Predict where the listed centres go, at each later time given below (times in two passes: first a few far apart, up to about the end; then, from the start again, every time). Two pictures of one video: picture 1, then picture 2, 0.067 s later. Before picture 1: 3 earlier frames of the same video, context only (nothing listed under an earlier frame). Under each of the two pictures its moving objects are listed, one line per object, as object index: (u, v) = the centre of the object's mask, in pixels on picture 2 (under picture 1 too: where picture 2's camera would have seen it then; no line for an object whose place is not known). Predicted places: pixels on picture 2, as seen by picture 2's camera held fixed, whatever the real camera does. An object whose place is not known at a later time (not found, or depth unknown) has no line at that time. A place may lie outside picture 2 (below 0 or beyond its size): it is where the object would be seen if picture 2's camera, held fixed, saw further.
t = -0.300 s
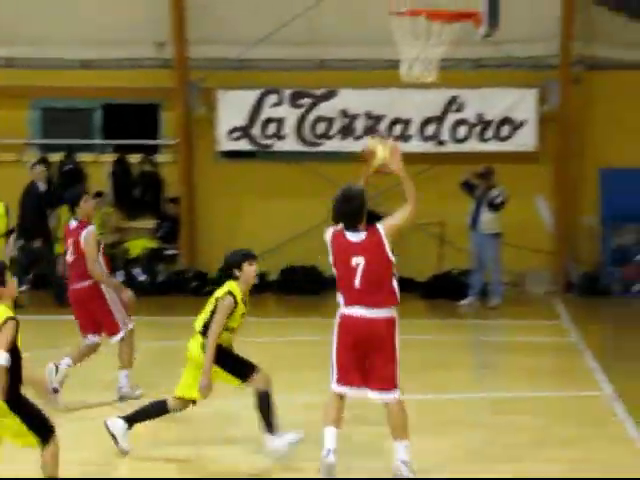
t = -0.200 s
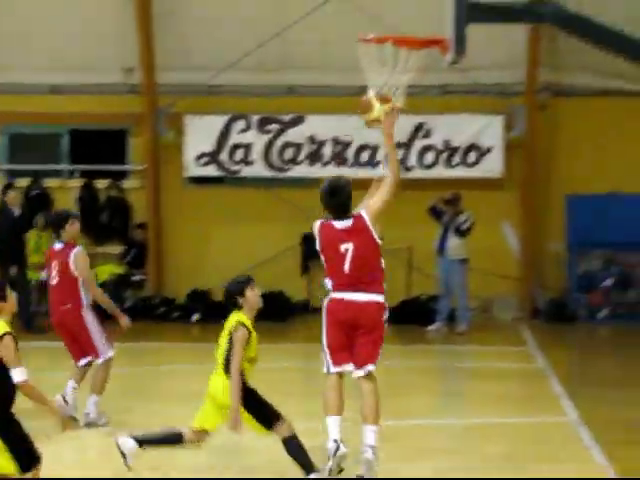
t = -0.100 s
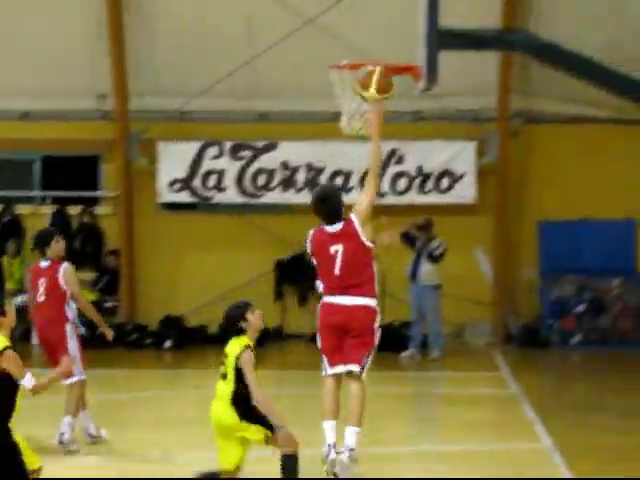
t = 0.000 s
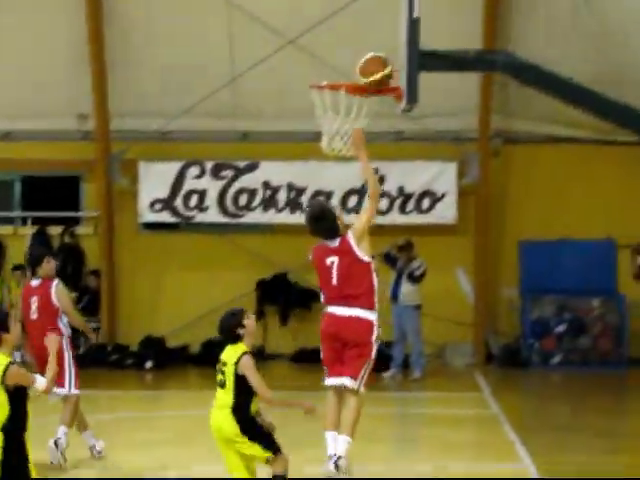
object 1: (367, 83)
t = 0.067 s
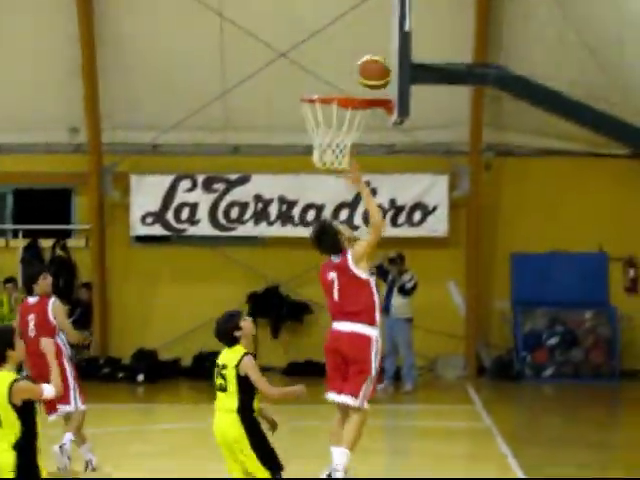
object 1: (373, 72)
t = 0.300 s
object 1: (344, 76)
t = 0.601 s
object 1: (323, 136)
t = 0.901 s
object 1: (343, 211)
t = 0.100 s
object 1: (370, 67)
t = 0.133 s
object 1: (365, 65)
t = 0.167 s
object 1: (360, 63)
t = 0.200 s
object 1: (357, 65)
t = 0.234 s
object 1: (352, 68)
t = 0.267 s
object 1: (348, 71)
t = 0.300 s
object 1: (344, 76)
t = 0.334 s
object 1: (340, 81)
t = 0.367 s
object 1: (336, 88)
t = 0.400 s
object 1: (332, 98)
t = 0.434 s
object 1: (329, 105)
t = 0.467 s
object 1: (327, 114)
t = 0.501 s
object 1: (324, 119)
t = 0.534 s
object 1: (321, 129)
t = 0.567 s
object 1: (323, 134)
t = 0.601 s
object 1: (323, 136)
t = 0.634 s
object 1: (325, 139)
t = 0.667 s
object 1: (329, 146)
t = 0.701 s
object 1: (329, 149)
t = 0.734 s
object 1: (330, 153)
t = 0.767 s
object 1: (333, 160)
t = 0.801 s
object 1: (337, 170)
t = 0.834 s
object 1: (338, 182)
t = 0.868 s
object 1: (342, 196)
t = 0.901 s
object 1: (343, 211)
